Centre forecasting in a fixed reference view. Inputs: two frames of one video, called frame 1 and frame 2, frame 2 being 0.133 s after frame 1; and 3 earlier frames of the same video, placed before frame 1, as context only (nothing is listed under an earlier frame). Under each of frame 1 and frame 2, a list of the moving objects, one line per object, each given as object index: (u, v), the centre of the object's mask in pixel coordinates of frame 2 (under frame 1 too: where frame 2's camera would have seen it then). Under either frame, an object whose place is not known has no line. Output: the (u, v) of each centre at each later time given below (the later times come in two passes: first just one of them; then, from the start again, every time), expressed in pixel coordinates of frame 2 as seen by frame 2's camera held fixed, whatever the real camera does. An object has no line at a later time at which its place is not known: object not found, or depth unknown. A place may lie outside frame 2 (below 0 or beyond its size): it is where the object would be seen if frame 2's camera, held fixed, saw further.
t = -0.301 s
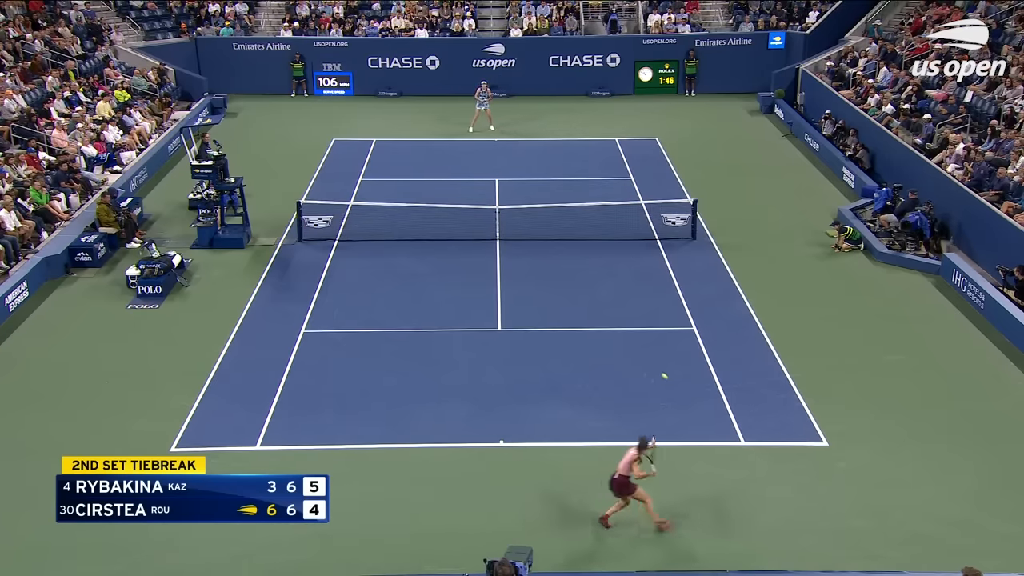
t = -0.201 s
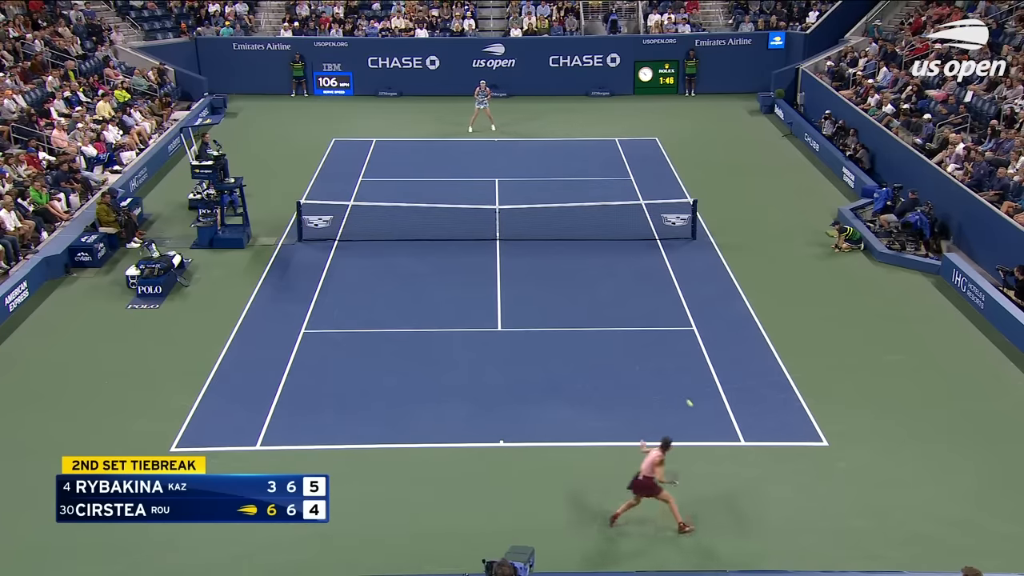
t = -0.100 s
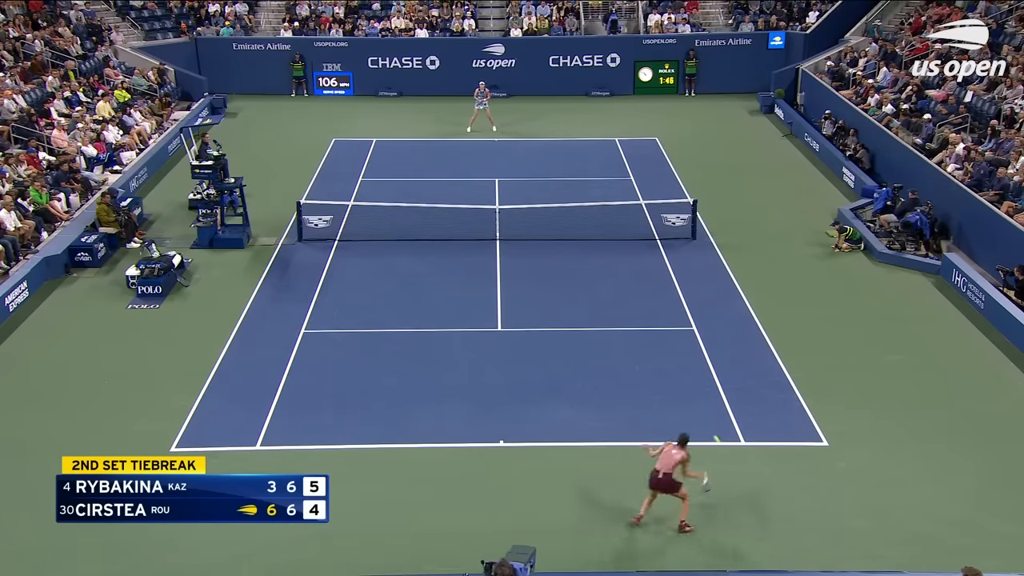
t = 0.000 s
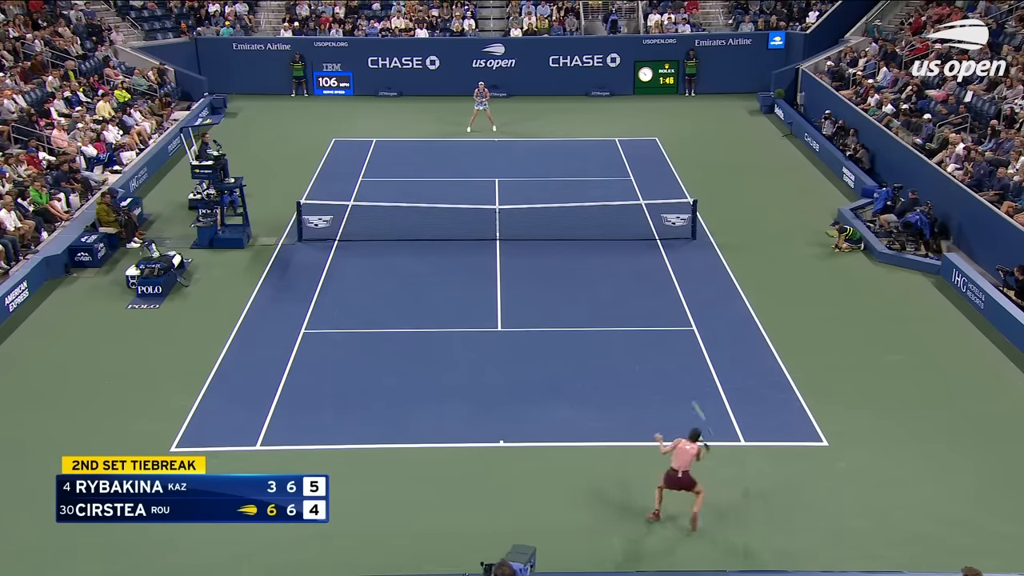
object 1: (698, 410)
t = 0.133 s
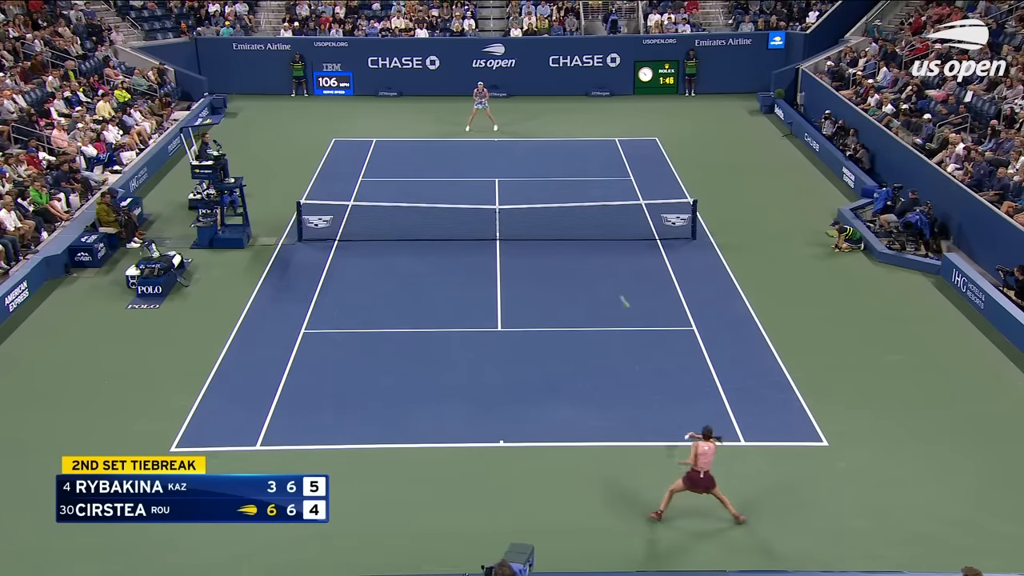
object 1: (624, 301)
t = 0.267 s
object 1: (572, 234)
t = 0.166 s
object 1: (609, 281)
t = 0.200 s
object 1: (596, 263)
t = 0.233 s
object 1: (584, 247)
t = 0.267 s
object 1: (572, 234)
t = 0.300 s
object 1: (561, 221)
